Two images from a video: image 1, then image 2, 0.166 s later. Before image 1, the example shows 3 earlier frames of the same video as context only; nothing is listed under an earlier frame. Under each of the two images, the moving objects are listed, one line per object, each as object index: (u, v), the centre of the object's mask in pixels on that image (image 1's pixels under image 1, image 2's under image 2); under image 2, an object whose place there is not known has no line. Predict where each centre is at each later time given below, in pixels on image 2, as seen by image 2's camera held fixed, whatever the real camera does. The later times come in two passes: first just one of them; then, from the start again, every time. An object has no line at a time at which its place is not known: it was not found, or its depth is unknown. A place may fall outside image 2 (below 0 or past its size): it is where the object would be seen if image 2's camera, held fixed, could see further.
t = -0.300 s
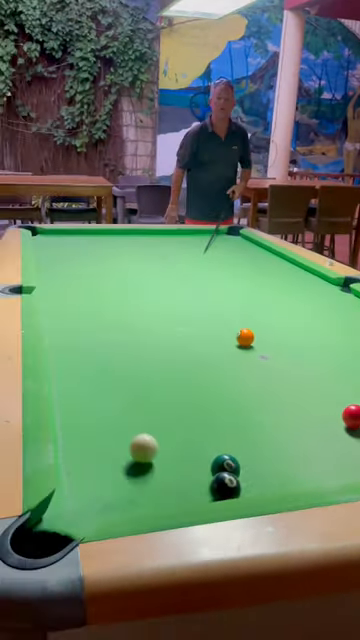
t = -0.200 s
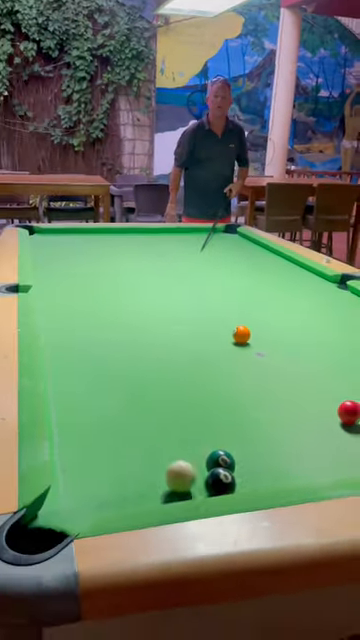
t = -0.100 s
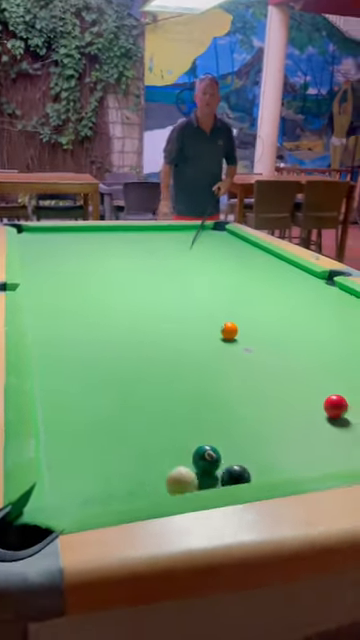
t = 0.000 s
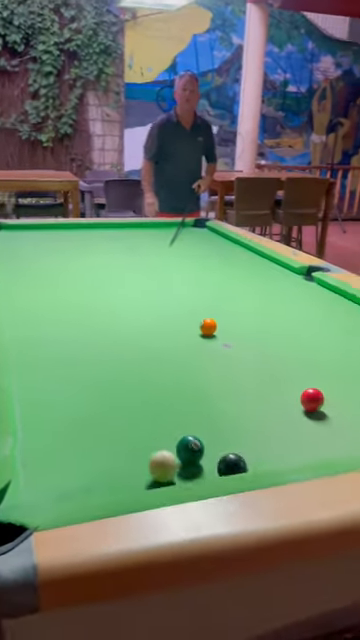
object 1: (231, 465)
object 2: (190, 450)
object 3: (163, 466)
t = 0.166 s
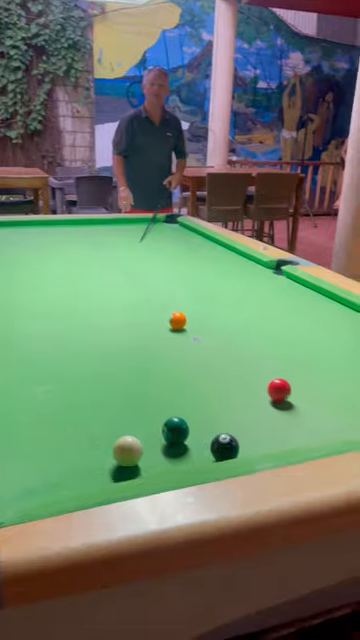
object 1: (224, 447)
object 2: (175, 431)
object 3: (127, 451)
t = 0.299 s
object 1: (243, 441)
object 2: (188, 423)
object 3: (126, 445)
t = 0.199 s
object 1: (229, 445)
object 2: (178, 428)
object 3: (126, 450)
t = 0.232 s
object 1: (234, 444)
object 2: (181, 427)
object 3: (126, 448)
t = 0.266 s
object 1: (238, 442)
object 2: (184, 425)
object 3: (126, 446)
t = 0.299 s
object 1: (243, 441)
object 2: (188, 423)
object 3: (126, 445)
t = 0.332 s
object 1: (248, 438)
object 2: (191, 421)
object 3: (125, 444)
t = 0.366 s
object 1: (251, 436)
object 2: (194, 419)
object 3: (125, 443)
